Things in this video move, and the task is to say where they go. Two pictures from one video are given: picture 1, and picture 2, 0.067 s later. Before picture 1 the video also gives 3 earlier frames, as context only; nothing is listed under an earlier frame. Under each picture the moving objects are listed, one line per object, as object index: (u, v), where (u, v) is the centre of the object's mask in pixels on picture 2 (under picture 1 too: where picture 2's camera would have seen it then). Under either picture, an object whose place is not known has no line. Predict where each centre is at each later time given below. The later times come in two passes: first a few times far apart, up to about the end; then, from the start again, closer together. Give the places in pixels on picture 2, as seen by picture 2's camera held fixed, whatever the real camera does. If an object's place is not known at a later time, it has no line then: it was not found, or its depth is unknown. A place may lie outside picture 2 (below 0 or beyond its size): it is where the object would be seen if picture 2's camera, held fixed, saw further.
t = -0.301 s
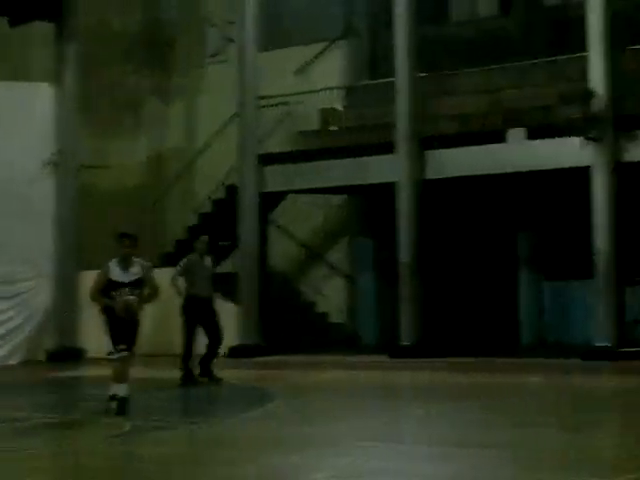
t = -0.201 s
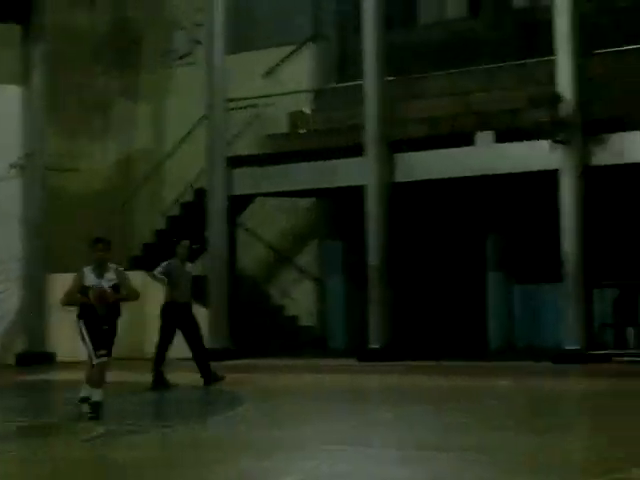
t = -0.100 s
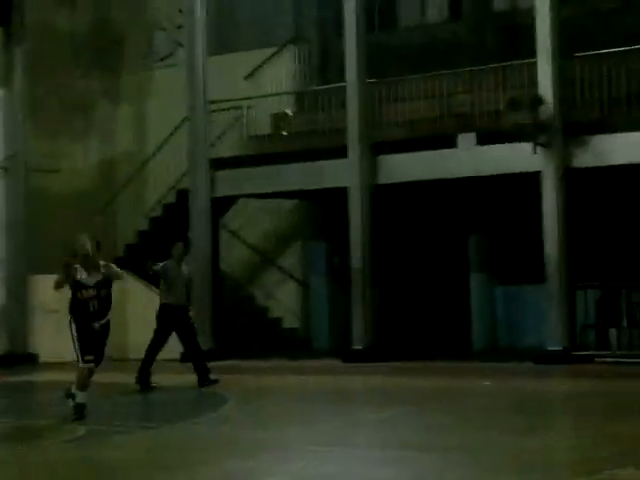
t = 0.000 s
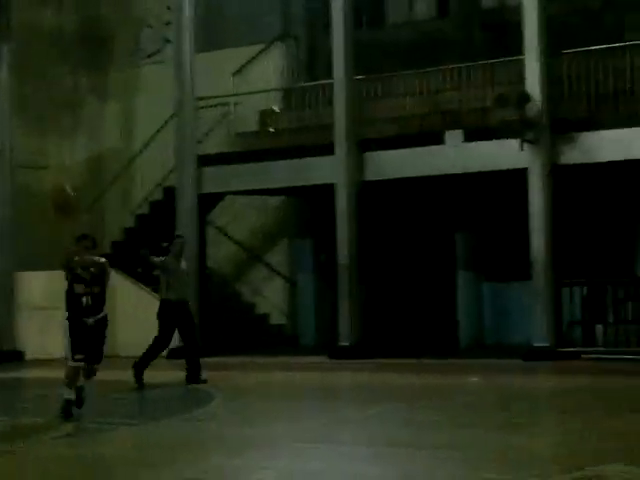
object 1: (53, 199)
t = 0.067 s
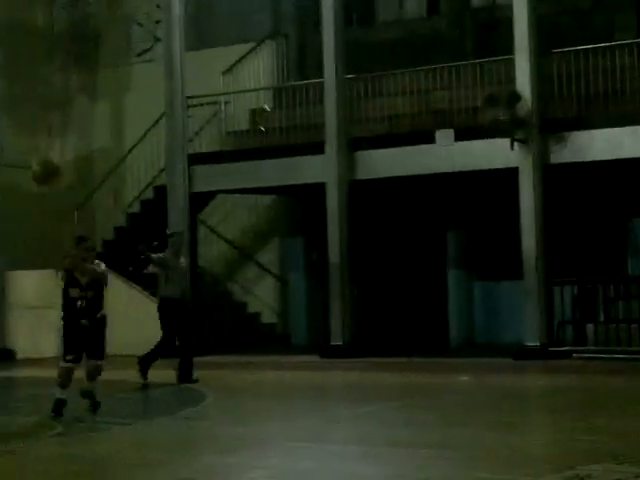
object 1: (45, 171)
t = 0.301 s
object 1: (24, 85)
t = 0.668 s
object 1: (-56, 76)
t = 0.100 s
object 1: (41, 156)
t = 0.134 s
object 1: (38, 143)
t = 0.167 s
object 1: (35, 131)
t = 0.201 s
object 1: (32, 119)
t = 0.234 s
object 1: (27, 107)
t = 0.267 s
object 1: (26, 96)
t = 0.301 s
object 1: (24, 85)
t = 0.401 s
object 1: (3, 66)
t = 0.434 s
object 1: (-4, 62)
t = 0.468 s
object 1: (-10, 58)
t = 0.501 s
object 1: (-18, 55)
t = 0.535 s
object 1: (-22, 56)
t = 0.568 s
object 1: (-29, 58)
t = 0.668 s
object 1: (-56, 76)
